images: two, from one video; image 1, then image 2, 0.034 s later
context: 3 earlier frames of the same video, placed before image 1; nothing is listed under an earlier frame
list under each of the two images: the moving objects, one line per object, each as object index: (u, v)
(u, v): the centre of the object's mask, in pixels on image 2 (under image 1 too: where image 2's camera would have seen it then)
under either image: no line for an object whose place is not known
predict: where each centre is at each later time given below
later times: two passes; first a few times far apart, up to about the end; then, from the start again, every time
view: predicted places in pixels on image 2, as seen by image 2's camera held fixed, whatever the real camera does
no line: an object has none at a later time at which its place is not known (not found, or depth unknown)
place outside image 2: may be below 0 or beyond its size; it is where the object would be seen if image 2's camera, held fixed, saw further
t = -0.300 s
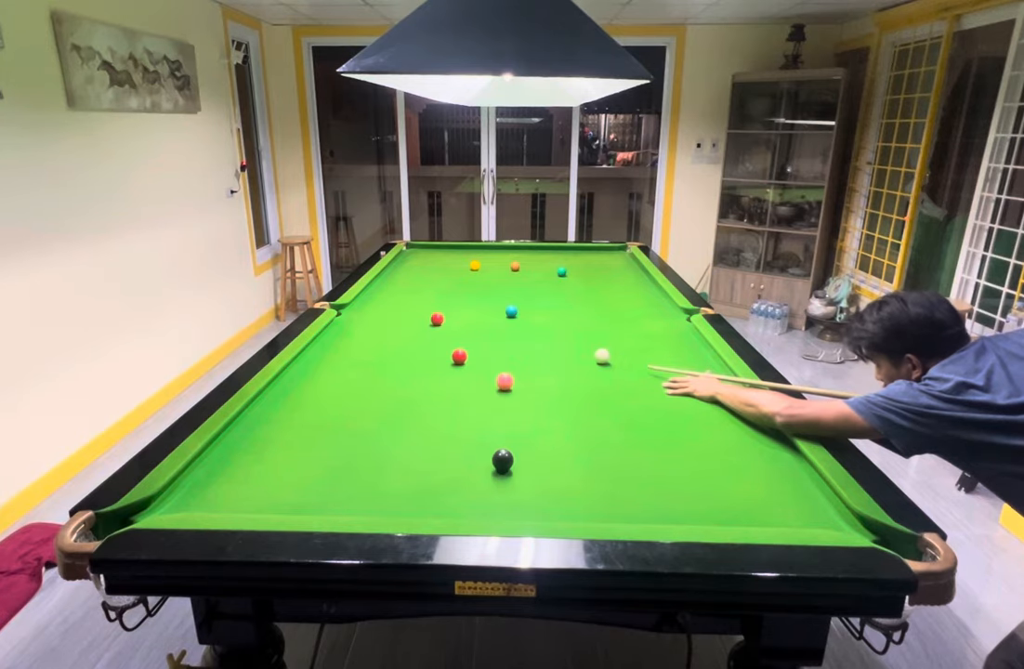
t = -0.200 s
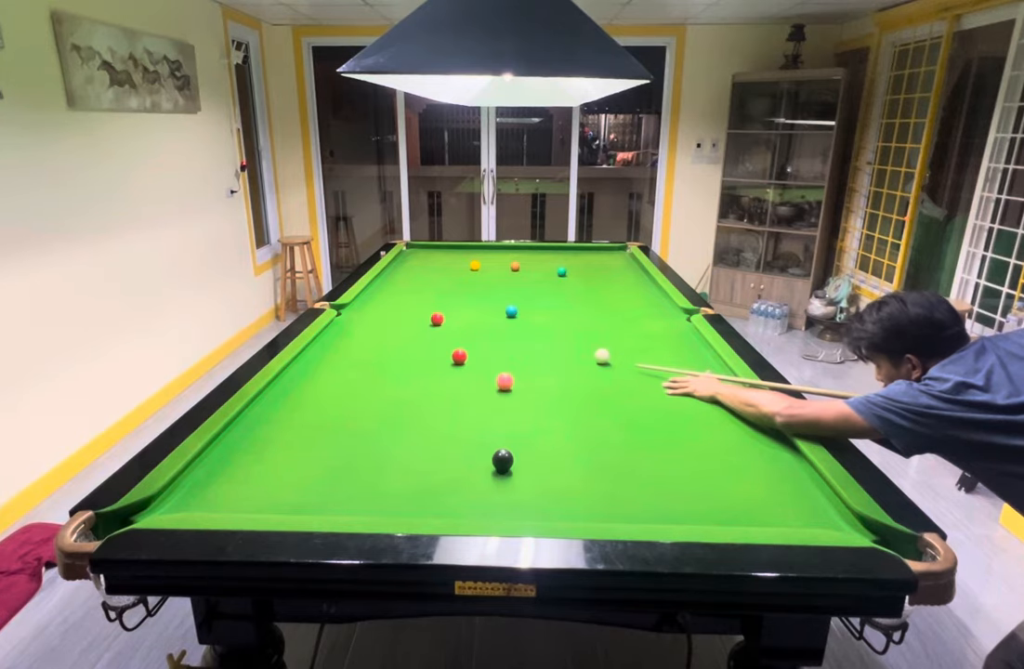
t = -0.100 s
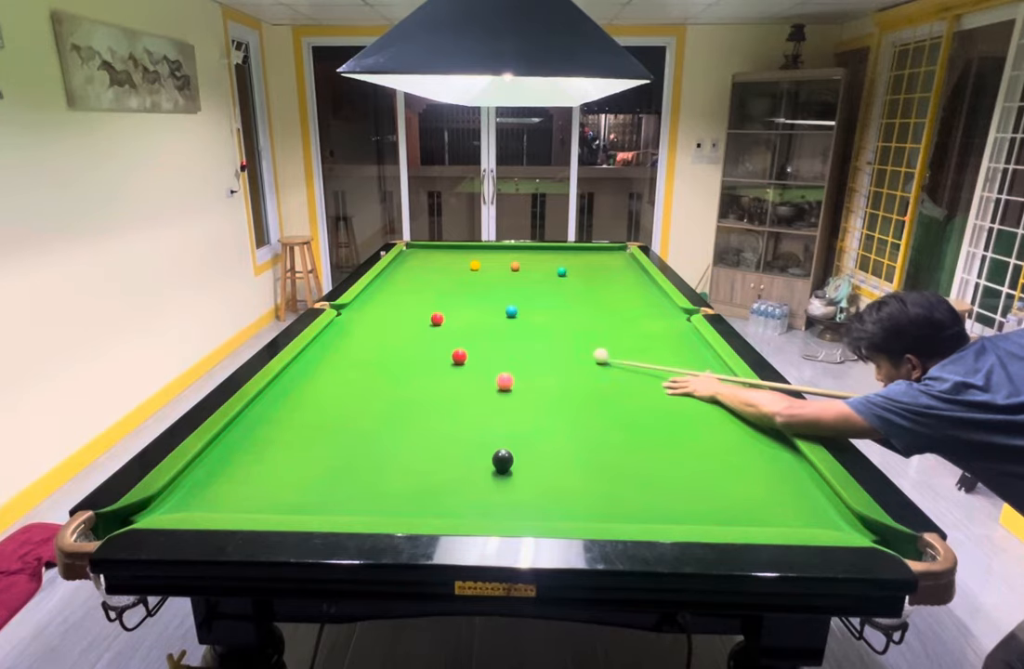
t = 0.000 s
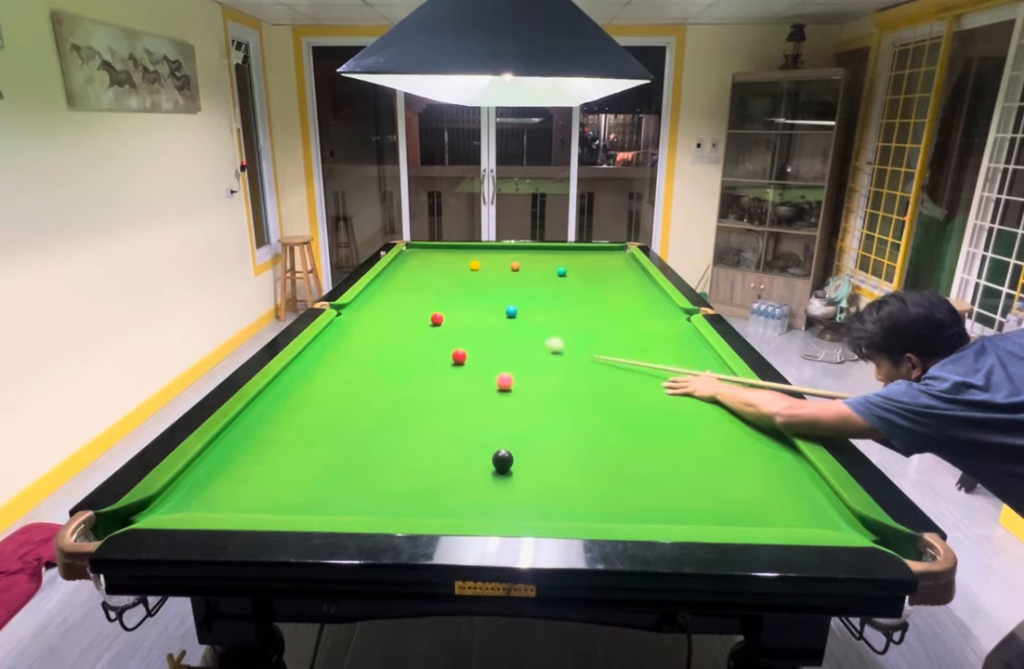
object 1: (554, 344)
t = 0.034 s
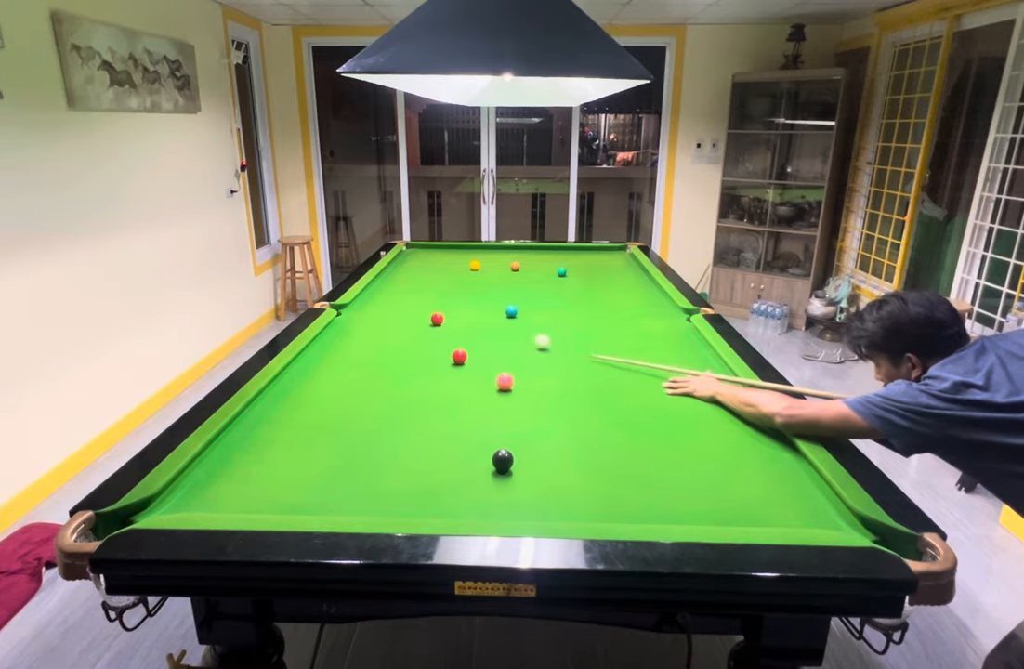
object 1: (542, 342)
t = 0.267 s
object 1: (476, 327)
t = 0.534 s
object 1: (448, 319)
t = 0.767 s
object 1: (444, 315)
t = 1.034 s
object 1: (440, 311)
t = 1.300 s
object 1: (438, 307)
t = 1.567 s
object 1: (436, 305)
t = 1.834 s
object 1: (434, 303)
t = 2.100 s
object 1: (434, 301)
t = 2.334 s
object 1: (432, 301)
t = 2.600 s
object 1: (431, 300)
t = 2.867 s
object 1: (431, 300)
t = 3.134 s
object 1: (431, 300)
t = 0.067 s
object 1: (530, 339)
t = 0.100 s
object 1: (519, 336)
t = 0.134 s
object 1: (508, 334)
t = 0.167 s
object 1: (499, 332)
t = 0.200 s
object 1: (491, 330)
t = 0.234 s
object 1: (483, 328)
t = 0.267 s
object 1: (476, 327)
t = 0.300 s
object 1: (470, 325)
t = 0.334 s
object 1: (464, 324)
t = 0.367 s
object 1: (459, 323)
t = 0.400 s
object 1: (453, 321)
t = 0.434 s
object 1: (449, 320)
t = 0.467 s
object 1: (449, 320)
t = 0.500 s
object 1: (449, 319)
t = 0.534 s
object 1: (448, 319)
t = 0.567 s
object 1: (447, 318)
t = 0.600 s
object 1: (447, 318)
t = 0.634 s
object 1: (446, 317)
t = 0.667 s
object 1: (446, 316)
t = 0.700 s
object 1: (445, 316)
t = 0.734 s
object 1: (445, 315)
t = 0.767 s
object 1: (444, 315)
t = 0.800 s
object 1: (443, 314)
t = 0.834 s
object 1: (443, 314)
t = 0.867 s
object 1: (442, 313)
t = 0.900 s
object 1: (442, 313)
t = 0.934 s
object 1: (442, 312)
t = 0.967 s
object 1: (441, 311)
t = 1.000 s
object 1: (441, 311)
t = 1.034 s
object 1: (440, 311)
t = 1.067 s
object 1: (440, 310)
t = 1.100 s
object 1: (440, 310)
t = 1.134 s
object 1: (439, 309)
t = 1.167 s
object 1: (439, 309)
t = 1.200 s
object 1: (439, 309)
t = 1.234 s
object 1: (438, 308)
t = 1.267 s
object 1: (438, 308)
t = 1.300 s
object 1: (438, 307)
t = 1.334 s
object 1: (438, 307)
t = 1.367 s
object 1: (437, 307)
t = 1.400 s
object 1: (437, 306)
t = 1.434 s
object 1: (437, 306)
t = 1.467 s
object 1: (437, 306)
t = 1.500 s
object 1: (437, 305)
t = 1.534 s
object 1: (436, 305)
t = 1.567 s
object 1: (436, 305)
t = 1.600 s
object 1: (436, 304)
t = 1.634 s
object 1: (435, 304)
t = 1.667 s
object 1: (435, 304)
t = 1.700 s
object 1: (435, 304)
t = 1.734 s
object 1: (435, 303)
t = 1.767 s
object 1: (435, 303)
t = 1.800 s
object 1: (434, 303)
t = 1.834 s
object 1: (434, 303)
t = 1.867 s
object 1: (434, 303)
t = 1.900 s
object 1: (434, 302)
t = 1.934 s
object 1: (434, 302)
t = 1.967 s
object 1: (434, 302)
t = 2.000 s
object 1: (434, 302)
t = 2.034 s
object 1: (434, 302)
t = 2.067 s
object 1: (434, 301)
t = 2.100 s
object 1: (434, 301)
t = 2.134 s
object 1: (433, 301)
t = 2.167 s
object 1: (433, 301)
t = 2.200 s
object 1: (433, 301)
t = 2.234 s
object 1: (432, 301)
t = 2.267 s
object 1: (432, 301)
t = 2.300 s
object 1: (432, 301)
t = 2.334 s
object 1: (432, 301)
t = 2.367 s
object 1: (431, 300)
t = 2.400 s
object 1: (431, 301)
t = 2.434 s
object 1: (431, 301)
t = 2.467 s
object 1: (431, 301)
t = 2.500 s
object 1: (431, 301)
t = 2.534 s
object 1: (431, 300)
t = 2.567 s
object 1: (431, 300)
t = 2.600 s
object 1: (431, 300)
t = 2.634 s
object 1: (431, 300)
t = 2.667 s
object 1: (431, 301)
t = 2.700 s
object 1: (431, 301)
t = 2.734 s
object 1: (431, 301)
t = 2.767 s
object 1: (431, 301)
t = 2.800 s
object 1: (431, 301)
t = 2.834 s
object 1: (431, 300)
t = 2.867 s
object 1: (431, 300)
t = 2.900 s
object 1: (431, 300)
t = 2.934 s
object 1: (431, 300)
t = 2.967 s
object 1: (431, 301)
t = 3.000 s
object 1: (431, 301)
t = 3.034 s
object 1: (431, 301)
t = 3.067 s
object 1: (431, 301)
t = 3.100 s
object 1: (431, 301)
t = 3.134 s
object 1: (431, 300)
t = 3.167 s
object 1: (431, 301)
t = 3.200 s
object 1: (431, 301)
